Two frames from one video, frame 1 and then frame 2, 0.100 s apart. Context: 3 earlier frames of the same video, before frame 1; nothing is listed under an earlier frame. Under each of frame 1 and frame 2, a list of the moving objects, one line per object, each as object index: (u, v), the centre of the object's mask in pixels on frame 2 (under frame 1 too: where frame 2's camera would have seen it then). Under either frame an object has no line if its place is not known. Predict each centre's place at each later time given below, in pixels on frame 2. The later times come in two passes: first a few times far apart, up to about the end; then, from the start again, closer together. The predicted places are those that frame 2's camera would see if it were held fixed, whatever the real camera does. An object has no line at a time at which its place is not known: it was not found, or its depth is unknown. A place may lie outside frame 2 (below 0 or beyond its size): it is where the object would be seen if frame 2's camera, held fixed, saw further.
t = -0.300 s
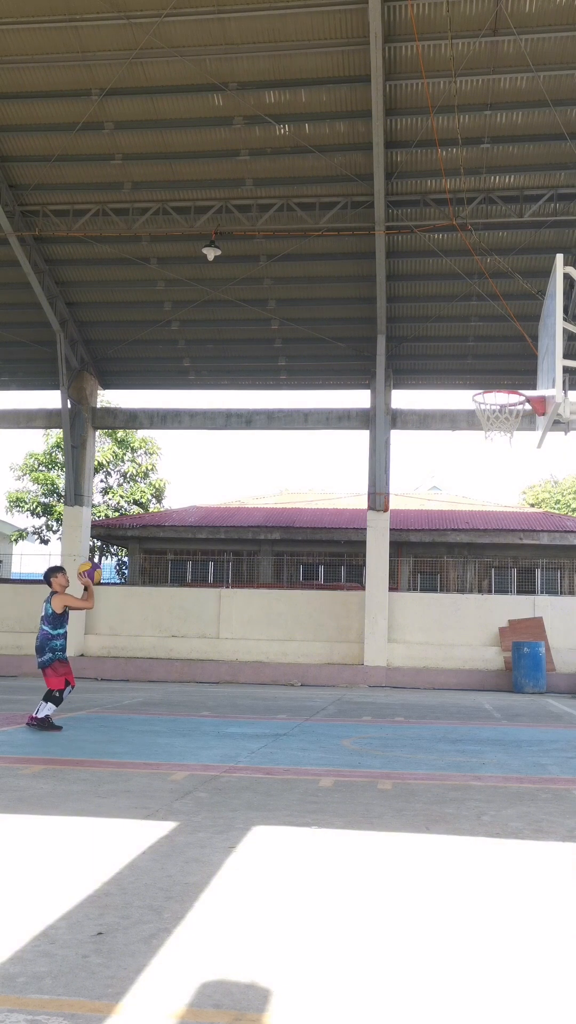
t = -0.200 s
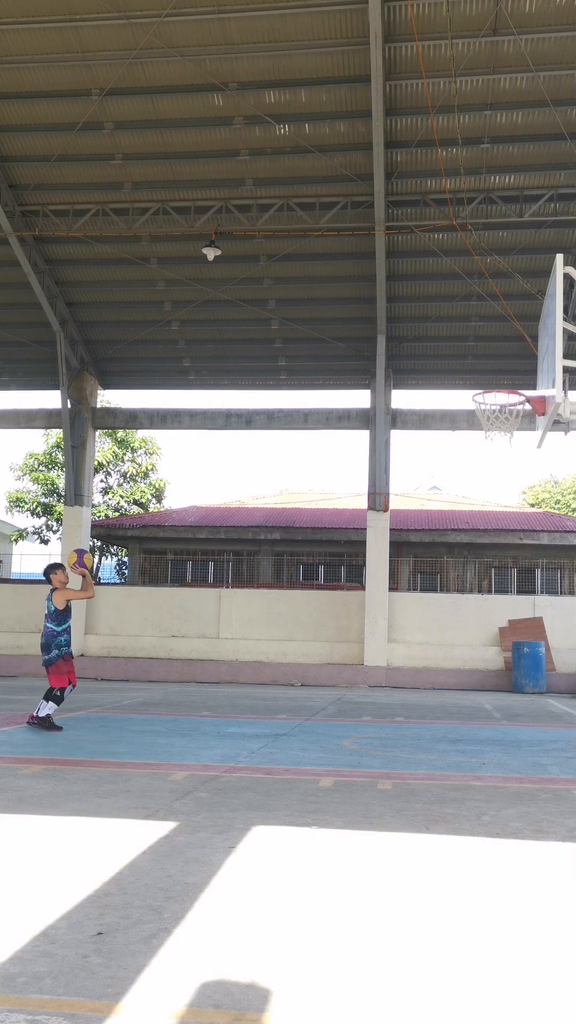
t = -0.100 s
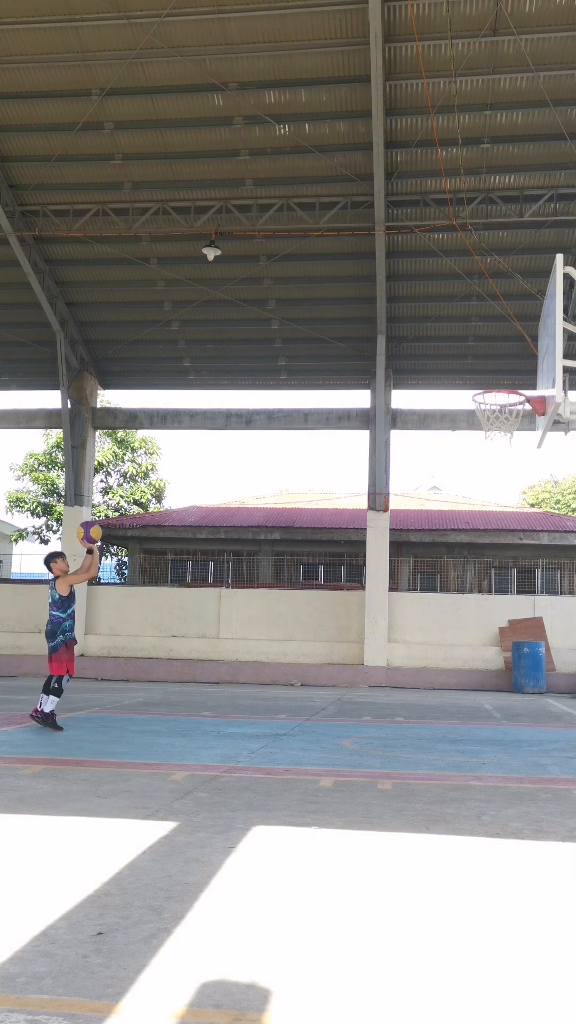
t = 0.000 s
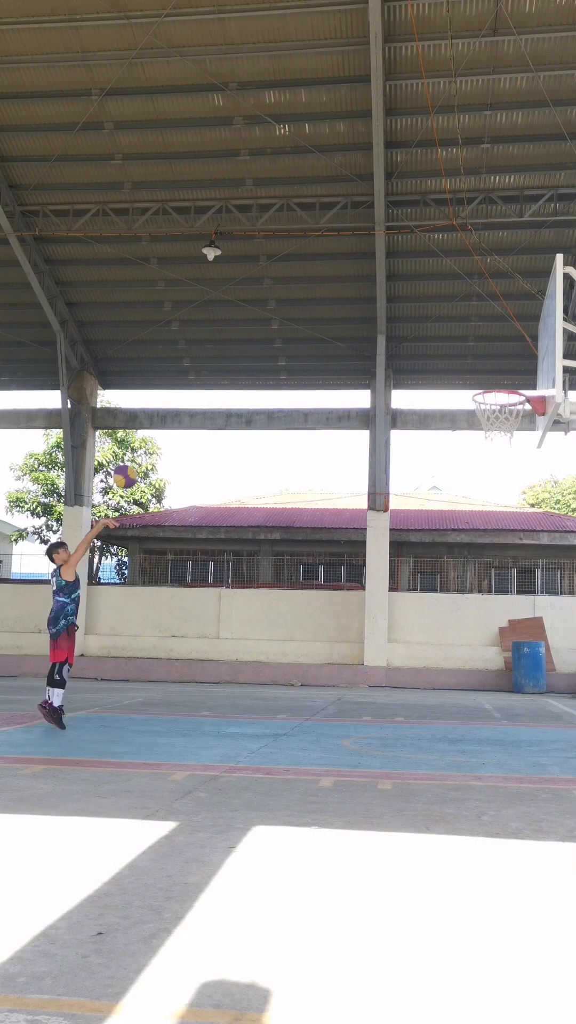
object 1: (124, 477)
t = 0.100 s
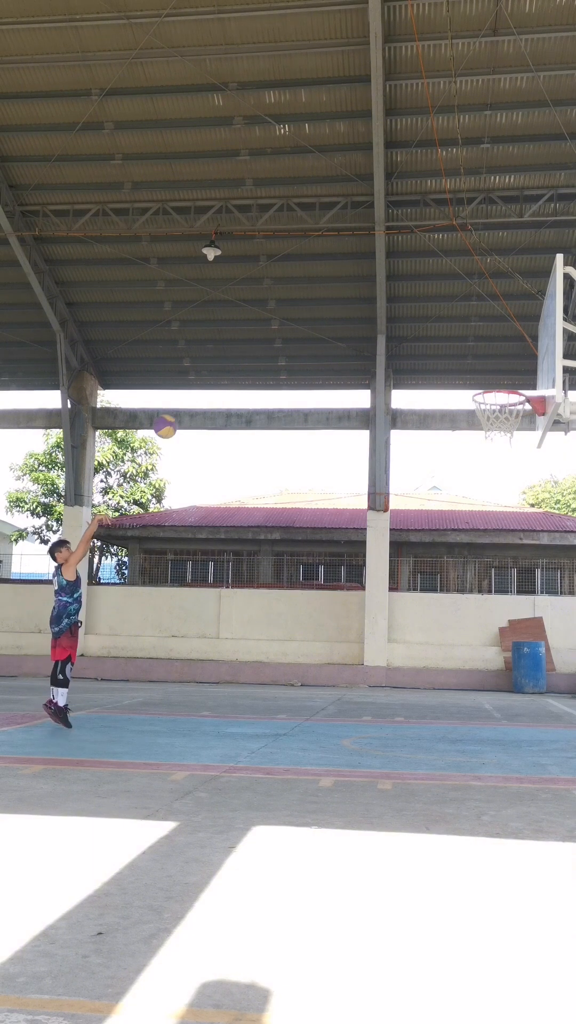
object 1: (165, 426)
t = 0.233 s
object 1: (218, 376)
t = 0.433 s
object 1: (296, 332)
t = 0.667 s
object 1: (388, 328)
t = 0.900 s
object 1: (481, 379)
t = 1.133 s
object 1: (511, 433)
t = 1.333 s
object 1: (497, 486)
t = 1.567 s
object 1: (480, 607)
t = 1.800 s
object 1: (458, 697)
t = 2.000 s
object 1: (426, 592)
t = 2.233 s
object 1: (391, 532)
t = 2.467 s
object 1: (354, 534)
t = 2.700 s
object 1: (318, 598)
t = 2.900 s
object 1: (286, 706)
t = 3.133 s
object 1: (256, 646)
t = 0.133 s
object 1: (178, 414)
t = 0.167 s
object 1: (191, 400)
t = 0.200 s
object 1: (205, 387)
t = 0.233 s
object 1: (218, 376)
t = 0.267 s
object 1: (231, 366)
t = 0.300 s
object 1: (244, 357)
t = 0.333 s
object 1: (257, 349)
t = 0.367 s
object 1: (270, 342)
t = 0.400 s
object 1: (283, 336)
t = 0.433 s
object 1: (296, 332)
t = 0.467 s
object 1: (309, 328)
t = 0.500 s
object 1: (322, 325)
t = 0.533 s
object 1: (335, 324)
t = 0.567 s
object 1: (348, 324)
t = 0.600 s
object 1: (361, 324)
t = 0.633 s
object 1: (374, 326)
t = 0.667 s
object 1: (388, 328)
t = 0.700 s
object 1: (401, 332)
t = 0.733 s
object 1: (414, 338)
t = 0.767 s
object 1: (427, 344)
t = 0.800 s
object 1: (441, 351)
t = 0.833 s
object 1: (454, 359)
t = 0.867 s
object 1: (467, 369)
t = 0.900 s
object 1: (481, 379)
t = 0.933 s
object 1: (494, 391)
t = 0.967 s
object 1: (507, 405)
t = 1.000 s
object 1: (516, 413)
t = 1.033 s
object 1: (515, 426)
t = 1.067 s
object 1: (514, 429)
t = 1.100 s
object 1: (513, 429)
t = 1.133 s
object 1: (511, 433)
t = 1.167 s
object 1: (509, 439)
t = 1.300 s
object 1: (499, 475)
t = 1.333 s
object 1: (497, 486)
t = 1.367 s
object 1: (494, 500)
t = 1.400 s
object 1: (492, 515)
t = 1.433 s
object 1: (489, 530)
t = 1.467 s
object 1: (487, 547)
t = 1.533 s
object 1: (482, 585)
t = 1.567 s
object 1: (480, 607)
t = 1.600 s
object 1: (477, 630)
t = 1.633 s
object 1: (475, 654)
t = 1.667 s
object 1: (473, 680)
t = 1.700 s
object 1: (471, 707)
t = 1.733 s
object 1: (469, 736)
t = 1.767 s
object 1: (463, 720)
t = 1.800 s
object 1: (458, 697)
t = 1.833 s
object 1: (453, 676)
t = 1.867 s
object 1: (447, 657)
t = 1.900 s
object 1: (442, 639)
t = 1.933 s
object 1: (437, 622)
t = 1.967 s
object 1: (432, 607)
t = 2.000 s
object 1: (426, 592)
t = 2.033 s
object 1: (421, 579)
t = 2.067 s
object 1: (416, 568)
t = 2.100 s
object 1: (411, 559)
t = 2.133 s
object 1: (406, 550)
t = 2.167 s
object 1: (401, 544)
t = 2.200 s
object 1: (396, 536)
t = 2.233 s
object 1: (391, 532)
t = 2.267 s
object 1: (386, 528)
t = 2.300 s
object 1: (381, 526)
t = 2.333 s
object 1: (376, 525)
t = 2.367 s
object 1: (371, 525)
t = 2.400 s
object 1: (365, 526)
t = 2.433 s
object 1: (360, 529)
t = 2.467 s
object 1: (354, 534)
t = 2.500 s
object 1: (350, 539)
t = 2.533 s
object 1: (344, 545)
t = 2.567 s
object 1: (339, 553)
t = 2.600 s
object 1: (334, 563)
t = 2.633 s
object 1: (329, 574)
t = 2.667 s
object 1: (323, 585)
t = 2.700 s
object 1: (318, 598)
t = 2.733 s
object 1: (312, 613)
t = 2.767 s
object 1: (307, 629)
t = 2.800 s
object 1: (302, 646)
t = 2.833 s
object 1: (296, 665)
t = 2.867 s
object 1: (291, 685)
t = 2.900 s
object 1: (286, 706)
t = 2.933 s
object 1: (280, 729)
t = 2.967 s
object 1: (275, 724)
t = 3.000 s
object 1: (271, 705)
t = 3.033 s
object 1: (268, 688)
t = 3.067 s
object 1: (263, 673)
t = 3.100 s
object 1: (259, 658)
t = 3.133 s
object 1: (256, 646)
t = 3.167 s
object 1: (251, 634)
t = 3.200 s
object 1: (247, 624)
